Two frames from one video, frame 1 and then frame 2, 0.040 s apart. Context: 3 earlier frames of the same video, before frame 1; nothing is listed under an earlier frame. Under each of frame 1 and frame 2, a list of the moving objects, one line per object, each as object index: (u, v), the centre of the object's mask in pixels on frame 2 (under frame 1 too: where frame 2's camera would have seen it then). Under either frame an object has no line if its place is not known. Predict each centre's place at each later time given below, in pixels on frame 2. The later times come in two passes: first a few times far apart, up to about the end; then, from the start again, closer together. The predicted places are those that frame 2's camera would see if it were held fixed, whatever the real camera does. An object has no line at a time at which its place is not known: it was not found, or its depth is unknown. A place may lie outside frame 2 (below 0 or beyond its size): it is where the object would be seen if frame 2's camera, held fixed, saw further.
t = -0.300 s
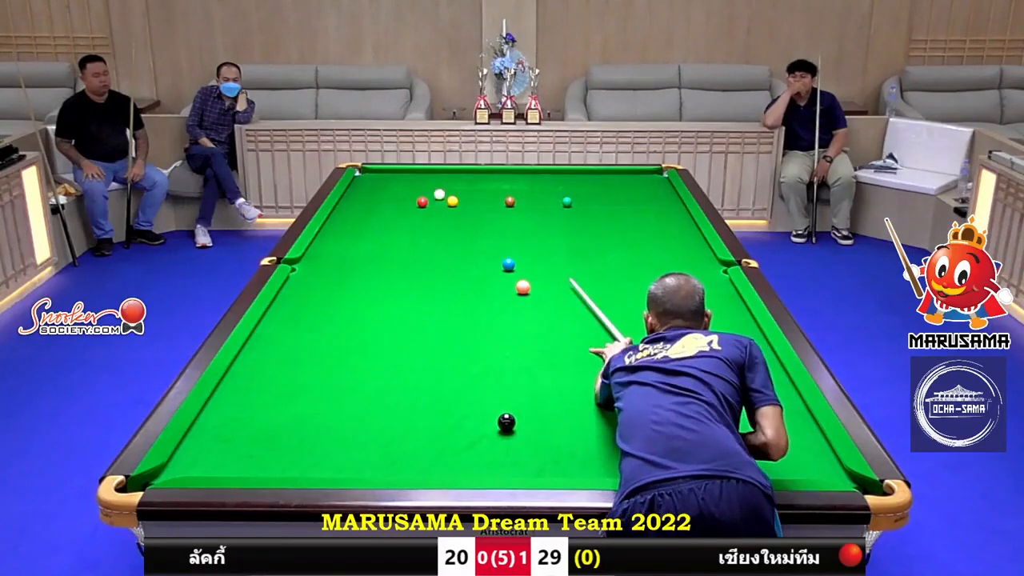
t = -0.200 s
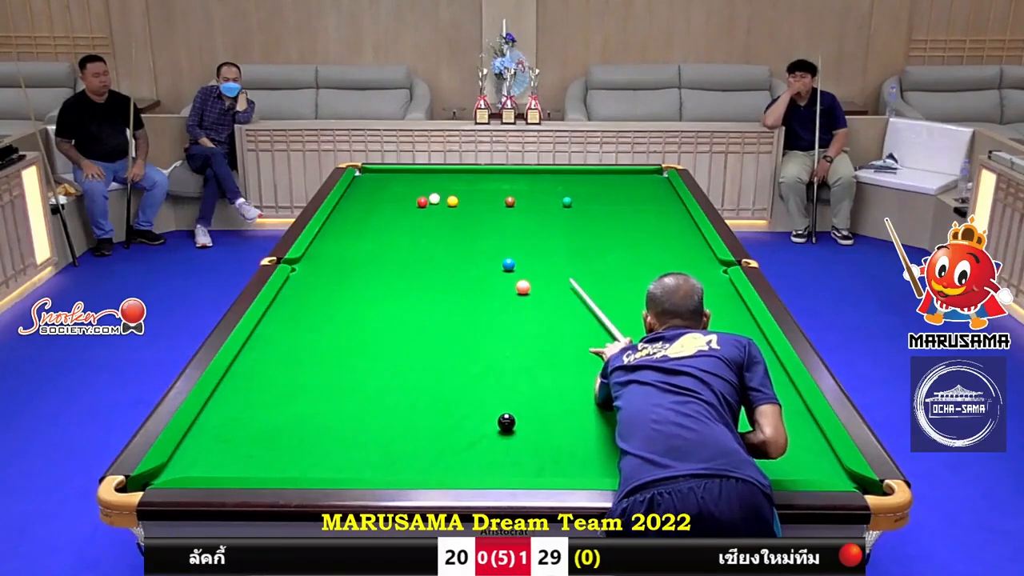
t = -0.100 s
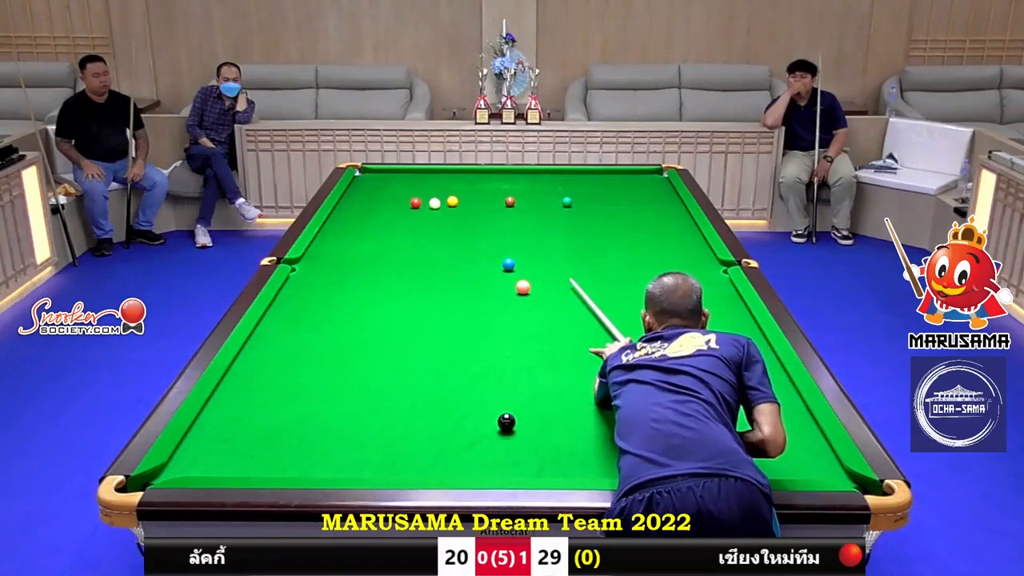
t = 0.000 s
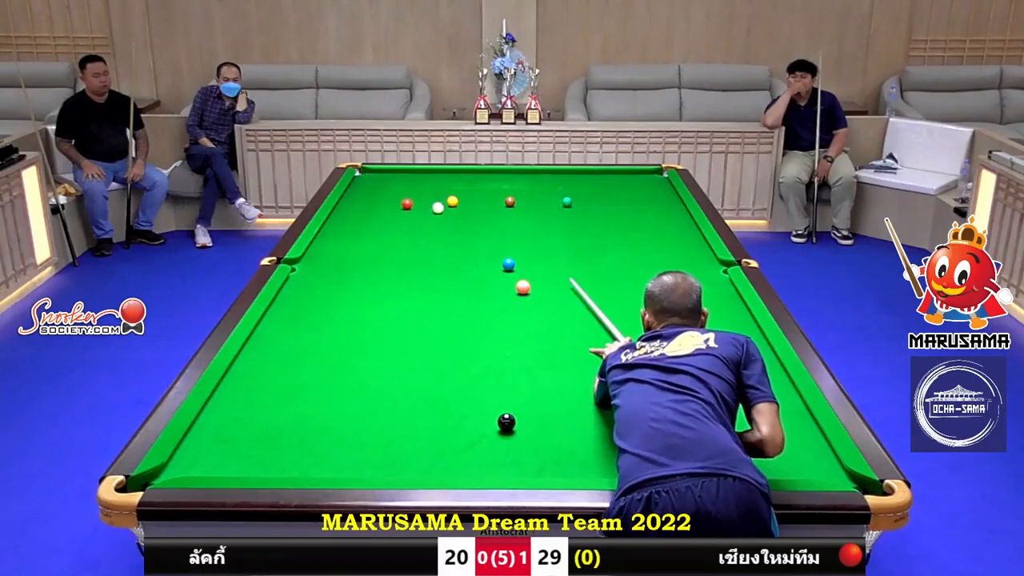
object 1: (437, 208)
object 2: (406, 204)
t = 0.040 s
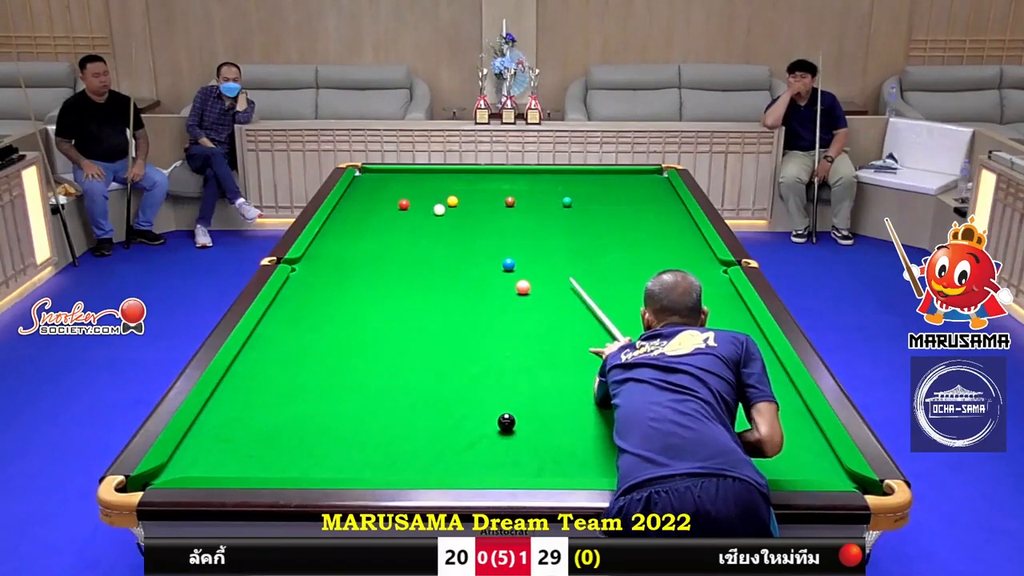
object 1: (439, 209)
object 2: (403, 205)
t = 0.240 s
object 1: (445, 219)
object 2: (387, 206)
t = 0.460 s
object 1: (453, 229)
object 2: (370, 209)
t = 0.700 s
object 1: (462, 242)
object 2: (353, 211)
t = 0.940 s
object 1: (472, 254)
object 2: (336, 213)
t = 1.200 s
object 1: (483, 269)
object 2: (342, 215)
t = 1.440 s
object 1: (493, 284)
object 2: (351, 216)
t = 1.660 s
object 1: (504, 298)
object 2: (358, 217)
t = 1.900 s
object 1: (516, 313)
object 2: (365, 218)
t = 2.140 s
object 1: (528, 330)
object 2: (371, 219)
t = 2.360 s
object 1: (540, 346)
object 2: (376, 219)
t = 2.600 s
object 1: (554, 364)
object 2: (380, 220)
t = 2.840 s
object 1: (568, 382)
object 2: (383, 220)
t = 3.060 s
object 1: (581, 400)
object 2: (386, 221)
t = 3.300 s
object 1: (596, 421)
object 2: (388, 221)
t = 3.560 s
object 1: (613, 444)
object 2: (389, 221)
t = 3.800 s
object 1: (628, 466)
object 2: (389, 221)
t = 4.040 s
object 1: (639, 469)
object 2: (389, 221)
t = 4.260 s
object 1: (643, 457)
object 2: (389, 221)
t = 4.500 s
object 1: (646, 444)
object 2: (389, 221)
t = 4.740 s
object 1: (649, 434)
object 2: (389, 221)
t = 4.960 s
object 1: (652, 425)
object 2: (389, 221)
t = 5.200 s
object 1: (654, 417)
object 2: (389, 221)
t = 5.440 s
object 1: (656, 409)
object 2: (389, 221)
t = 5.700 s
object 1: (658, 403)
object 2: (389, 221)
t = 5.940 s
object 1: (659, 398)
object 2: (388, 221)
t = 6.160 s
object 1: (660, 394)
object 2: (389, 221)
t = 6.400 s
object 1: (660, 391)
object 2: (389, 221)
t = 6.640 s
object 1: (660, 389)
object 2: (389, 221)
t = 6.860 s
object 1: (660, 388)
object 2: (389, 221)
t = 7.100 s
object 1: (660, 388)
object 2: (389, 221)
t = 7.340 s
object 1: (660, 388)
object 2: (389, 221)
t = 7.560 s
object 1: (660, 388)
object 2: (389, 221)
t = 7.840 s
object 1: (660, 388)
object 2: (389, 221)
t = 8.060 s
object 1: (660, 388)
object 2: (389, 221)
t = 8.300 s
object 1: (660, 388)
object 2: (389, 221)
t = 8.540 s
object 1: (660, 388)
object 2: (389, 221)
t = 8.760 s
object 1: (660, 388)
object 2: (389, 221)
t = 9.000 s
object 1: (660, 388)
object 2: (389, 221)
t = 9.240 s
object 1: (660, 388)
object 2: (389, 221)
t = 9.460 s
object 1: (660, 388)
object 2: (389, 221)
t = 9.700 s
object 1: (660, 388)
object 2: (389, 221)
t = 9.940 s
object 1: (660, 388)
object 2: (389, 221)
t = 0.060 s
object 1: (439, 211)
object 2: (401, 204)
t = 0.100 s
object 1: (441, 212)
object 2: (398, 205)
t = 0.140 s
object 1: (442, 214)
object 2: (395, 205)
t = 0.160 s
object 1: (443, 215)
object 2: (394, 206)
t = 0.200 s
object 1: (444, 217)
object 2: (390, 206)
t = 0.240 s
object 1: (445, 219)
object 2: (387, 206)
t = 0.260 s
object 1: (446, 220)
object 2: (386, 206)
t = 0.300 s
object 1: (447, 222)
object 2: (383, 207)
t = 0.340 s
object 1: (449, 224)
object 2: (380, 207)
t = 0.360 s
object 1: (449, 224)
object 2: (378, 207)
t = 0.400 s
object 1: (451, 227)
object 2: (375, 208)
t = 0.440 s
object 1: (452, 228)
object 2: (372, 208)
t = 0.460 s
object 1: (453, 229)
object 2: (370, 209)
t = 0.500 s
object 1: (455, 232)
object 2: (368, 209)
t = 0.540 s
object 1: (456, 233)
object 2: (364, 210)
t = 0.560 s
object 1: (457, 234)
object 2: (363, 210)
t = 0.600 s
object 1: (458, 237)
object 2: (360, 210)
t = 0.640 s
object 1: (460, 239)
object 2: (357, 210)
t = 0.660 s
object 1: (460, 239)
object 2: (356, 211)
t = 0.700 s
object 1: (462, 242)
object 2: (353, 211)
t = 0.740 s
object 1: (464, 244)
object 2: (350, 211)
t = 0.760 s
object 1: (464, 245)
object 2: (349, 211)
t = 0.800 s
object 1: (466, 247)
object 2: (346, 212)
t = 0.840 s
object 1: (467, 249)
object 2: (343, 212)
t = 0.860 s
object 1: (468, 250)
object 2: (342, 212)
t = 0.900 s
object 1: (470, 252)
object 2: (339, 213)
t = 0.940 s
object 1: (472, 254)
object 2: (336, 213)
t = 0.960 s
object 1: (472, 256)
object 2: (335, 213)
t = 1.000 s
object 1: (474, 258)
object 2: (335, 213)
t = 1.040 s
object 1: (476, 260)
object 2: (336, 214)
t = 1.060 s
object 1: (477, 261)
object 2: (337, 214)
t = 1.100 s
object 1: (478, 264)
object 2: (338, 214)
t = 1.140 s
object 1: (480, 266)
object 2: (340, 214)
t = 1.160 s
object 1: (481, 267)
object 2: (341, 215)
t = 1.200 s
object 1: (483, 269)
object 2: (342, 215)
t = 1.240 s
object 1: (484, 272)
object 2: (344, 215)
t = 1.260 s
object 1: (485, 273)
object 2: (345, 215)
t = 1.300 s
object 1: (487, 275)
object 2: (346, 215)
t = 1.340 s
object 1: (489, 278)
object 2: (347, 216)
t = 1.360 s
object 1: (490, 279)
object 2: (348, 216)
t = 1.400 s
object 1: (492, 281)
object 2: (349, 216)
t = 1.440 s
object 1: (493, 284)
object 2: (351, 216)
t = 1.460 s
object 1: (494, 285)
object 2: (351, 216)
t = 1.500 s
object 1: (496, 287)
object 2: (353, 216)
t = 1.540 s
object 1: (498, 290)
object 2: (354, 216)
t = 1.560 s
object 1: (499, 291)
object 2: (355, 216)
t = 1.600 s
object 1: (501, 294)
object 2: (356, 217)
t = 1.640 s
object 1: (503, 296)
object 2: (357, 217)
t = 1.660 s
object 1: (504, 298)
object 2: (358, 217)
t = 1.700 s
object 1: (506, 300)
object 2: (359, 217)
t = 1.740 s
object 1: (508, 303)
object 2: (360, 217)
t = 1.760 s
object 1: (509, 304)
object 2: (361, 217)
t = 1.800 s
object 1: (511, 307)
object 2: (362, 217)
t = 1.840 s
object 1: (513, 309)
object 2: (363, 218)
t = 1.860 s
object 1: (514, 311)
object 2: (364, 218)
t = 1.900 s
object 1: (516, 313)
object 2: (365, 218)
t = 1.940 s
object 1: (518, 316)
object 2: (366, 218)
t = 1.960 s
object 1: (519, 318)
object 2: (366, 218)
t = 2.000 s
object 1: (521, 320)
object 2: (367, 218)
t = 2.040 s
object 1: (523, 323)
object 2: (369, 219)
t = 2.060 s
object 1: (524, 324)
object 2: (369, 219)
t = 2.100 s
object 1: (526, 327)
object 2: (370, 219)
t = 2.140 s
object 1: (528, 330)
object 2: (371, 219)
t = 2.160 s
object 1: (529, 331)
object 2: (371, 219)
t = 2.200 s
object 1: (531, 334)
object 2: (372, 219)
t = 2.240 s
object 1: (534, 337)
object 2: (373, 219)
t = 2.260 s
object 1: (535, 338)
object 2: (374, 219)
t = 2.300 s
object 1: (537, 341)
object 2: (374, 219)
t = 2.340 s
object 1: (539, 344)
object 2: (375, 219)
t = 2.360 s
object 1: (540, 346)
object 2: (376, 219)
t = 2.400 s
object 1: (542, 349)
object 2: (376, 219)
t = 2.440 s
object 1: (544, 352)
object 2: (377, 219)
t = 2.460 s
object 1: (546, 353)
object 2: (377, 219)
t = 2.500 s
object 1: (548, 356)
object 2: (378, 219)
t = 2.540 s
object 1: (550, 359)
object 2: (379, 219)
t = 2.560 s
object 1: (551, 361)
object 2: (379, 219)
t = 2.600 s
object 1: (554, 364)
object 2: (380, 220)
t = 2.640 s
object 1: (556, 367)
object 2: (380, 220)
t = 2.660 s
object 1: (557, 368)
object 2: (381, 220)
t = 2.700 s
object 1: (559, 371)
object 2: (381, 220)
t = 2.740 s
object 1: (562, 374)
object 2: (382, 220)
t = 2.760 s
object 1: (563, 376)
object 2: (382, 220)
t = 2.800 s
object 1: (566, 379)
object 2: (383, 220)
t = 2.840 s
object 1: (568, 382)
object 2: (383, 220)
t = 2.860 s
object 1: (569, 384)
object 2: (384, 220)
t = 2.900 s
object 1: (571, 387)
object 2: (384, 220)
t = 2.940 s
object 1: (574, 391)
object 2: (384, 220)
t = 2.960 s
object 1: (575, 392)
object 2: (385, 220)
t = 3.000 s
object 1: (577, 395)
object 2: (385, 220)
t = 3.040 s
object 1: (579, 399)
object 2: (386, 220)
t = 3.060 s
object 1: (581, 400)
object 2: (386, 221)
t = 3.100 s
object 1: (583, 404)
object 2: (386, 221)
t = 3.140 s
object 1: (586, 407)
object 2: (387, 221)
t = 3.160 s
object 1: (587, 409)
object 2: (387, 221)
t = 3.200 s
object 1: (589, 412)
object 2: (387, 221)
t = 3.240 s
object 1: (592, 416)
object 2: (387, 221)
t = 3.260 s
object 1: (593, 417)
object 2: (387, 221)
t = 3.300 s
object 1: (596, 421)
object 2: (388, 221)
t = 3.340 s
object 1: (598, 424)
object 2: (388, 221)
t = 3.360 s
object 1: (600, 426)
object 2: (388, 221)
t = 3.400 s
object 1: (602, 430)
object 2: (388, 221)
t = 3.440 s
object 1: (605, 433)
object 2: (388, 221)
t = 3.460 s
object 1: (606, 435)
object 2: (389, 221)
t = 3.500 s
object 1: (609, 439)
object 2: (389, 221)
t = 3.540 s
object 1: (611, 442)
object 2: (389, 221)
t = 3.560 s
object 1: (613, 444)
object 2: (389, 221)
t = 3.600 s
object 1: (615, 448)
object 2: (389, 221)
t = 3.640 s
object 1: (618, 451)
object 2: (389, 221)
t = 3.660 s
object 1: (619, 453)
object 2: (389, 221)
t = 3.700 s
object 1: (622, 457)
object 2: (389, 221)
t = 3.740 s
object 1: (624, 461)
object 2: (389, 221)
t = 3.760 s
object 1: (626, 463)
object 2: (389, 221)
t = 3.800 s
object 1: (628, 466)
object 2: (389, 221)
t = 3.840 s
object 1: (631, 468)
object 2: (389, 221)
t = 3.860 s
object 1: (633, 470)
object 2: (389, 221)
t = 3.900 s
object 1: (635, 472)
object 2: (389, 221)
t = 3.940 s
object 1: (637, 473)
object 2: (389, 221)
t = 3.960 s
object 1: (637, 472)
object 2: (389, 221)
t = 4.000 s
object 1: (638, 470)
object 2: (389, 221)
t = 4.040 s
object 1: (639, 469)
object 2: (389, 221)
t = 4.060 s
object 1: (639, 468)
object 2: (389, 221)
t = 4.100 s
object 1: (640, 466)
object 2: (389, 221)
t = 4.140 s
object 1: (641, 463)
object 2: (389, 221)
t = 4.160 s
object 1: (641, 462)
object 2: (389, 221)
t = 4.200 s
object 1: (642, 460)
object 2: (389, 221)
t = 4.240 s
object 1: (642, 458)
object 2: (389, 221)
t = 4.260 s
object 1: (643, 457)
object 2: (389, 221)
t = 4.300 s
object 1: (643, 454)
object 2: (389, 221)
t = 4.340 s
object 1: (644, 452)
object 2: (389, 221)
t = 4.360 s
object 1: (644, 451)
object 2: (389, 221)
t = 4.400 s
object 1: (645, 449)
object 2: (389, 221)
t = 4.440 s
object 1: (646, 447)
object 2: (389, 221)
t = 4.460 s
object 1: (646, 446)
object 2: (389, 221)
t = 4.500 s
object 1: (646, 444)
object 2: (389, 221)
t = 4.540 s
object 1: (647, 442)
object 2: (388, 221)
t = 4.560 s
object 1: (647, 441)
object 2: (389, 221)
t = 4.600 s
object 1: (648, 440)
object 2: (388, 221)
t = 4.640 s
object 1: (648, 438)
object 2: (389, 221)
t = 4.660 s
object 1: (648, 437)
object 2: (389, 221)
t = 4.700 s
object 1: (649, 435)
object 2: (389, 221)
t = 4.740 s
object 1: (649, 434)
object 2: (389, 221)
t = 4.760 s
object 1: (650, 433)
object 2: (388, 221)
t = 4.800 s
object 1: (650, 431)
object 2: (389, 221)
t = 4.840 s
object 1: (651, 429)
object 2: (388, 221)
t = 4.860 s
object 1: (651, 429)
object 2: (389, 221)
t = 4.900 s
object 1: (651, 427)
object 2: (388, 221)
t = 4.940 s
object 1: (652, 426)
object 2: (389, 221)
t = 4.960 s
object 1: (652, 425)
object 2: (389, 221)
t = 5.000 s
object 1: (652, 423)
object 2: (388, 221)
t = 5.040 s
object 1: (653, 422)
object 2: (389, 221)
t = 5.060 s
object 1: (653, 421)
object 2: (389, 221)
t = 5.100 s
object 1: (653, 420)
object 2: (388, 221)
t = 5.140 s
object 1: (654, 418)
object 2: (389, 221)
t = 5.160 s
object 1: (654, 418)
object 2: (388, 221)
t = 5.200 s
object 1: (654, 417)
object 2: (389, 221)
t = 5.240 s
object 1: (655, 415)
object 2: (389, 221)
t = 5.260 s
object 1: (655, 415)
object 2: (388, 221)
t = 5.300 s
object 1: (655, 413)
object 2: (388, 221)
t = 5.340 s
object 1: (655, 412)
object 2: (389, 221)
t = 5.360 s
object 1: (655, 412)
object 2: (389, 221)
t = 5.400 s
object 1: (656, 411)
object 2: (389, 221)
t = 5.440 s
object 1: (656, 409)
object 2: (389, 221)
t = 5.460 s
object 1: (656, 409)
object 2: (389, 221)
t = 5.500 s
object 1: (656, 408)
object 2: (389, 221)
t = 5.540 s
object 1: (657, 407)
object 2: (388, 221)
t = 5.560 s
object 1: (657, 406)
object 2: (389, 221)
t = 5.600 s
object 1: (657, 405)
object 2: (389, 221)
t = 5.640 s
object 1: (657, 404)
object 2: (389, 221)
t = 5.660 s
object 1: (658, 404)
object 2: (389, 221)
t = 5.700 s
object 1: (658, 403)
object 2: (389, 221)
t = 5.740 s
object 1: (658, 402)
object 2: (389, 221)
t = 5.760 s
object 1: (658, 402)
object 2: (388, 221)
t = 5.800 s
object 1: (658, 401)
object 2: (389, 221)
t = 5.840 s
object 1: (659, 400)
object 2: (388, 221)
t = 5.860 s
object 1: (659, 400)
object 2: (389, 221)
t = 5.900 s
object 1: (659, 399)
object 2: (388, 221)
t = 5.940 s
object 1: (659, 398)
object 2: (388, 221)
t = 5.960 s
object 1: (659, 398)
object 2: (388, 221)
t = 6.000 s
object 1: (659, 397)
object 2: (388, 221)
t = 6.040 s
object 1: (660, 396)
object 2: (388, 221)
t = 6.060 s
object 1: (660, 396)
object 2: (389, 221)
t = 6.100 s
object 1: (660, 395)
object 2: (388, 221)
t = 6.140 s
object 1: (660, 395)
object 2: (389, 221)
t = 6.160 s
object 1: (660, 394)
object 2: (389, 221)
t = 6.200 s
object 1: (660, 394)
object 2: (389, 221)
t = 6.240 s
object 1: (660, 393)
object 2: (389, 221)
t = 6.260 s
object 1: (660, 393)
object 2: (388, 221)
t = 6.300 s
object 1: (660, 392)
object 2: (388, 221)
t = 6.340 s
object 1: (660, 392)
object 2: (389, 221)
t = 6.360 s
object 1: (660, 392)
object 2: (388, 221)
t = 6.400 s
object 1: (660, 391)
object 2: (389, 221)
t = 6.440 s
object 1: (660, 391)
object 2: (388, 221)
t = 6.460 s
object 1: (660, 390)
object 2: (389, 221)
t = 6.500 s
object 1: (660, 390)
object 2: (389, 221)
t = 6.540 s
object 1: (660, 390)
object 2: (388, 221)
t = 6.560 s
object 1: (660, 389)
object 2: (389, 221)
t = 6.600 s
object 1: (660, 389)
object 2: (389, 221)
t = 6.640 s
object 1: (660, 389)
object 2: (389, 221)
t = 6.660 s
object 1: (660, 389)
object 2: (389, 221)
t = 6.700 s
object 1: (660, 389)
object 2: (389, 221)
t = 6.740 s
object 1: (660, 388)
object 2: (389, 221)
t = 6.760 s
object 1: (660, 388)
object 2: (389, 221)
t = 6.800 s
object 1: (660, 388)
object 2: (388, 221)
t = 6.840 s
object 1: (660, 388)
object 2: (389, 221)
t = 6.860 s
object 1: (660, 388)
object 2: (389, 221)
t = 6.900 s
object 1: (660, 388)
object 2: (389, 221)
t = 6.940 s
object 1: (660, 388)
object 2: (388, 221)
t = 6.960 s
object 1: (660, 388)
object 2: (389, 221)
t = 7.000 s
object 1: (660, 388)
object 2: (389, 221)
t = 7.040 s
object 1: (660, 388)
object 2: (389, 221)
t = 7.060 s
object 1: (660, 388)
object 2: (389, 221)
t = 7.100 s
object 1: (660, 388)
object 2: (389, 221)
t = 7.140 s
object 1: (660, 388)
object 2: (389, 221)
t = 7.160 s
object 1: (660, 388)
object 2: (389, 221)
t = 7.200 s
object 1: (660, 388)
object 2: (389, 221)
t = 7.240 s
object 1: (660, 388)
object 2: (389, 221)
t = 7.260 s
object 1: (660, 388)
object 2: (389, 221)
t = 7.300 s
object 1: (660, 388)
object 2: (389, 221)
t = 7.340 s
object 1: (660, 388)
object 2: (389, 221)
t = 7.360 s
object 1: (660, 388)
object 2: (389, 221)
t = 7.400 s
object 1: (660, 388)
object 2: (389, 221)
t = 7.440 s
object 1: (660, 388)
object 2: (389, 221)
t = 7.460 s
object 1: (660, 388)
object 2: (389, 221)
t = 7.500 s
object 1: (660, 388)
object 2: (389, 221)
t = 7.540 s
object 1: (660, 388)
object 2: (389, 221)
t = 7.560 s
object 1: (660, 388)
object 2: (389, 221)
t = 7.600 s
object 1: (660, 388)
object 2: (389, 221)
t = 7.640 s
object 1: (660, 388)
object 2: (389, 221)
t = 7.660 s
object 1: (660, 388)
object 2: (389, 221)
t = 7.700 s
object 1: (660, 388)
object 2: (389, 221)
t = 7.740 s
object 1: (660, 388)
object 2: (389, 221)
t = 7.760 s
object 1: (660, 388)
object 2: (389, 221)
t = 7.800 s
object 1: (660, 388)
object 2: (389, 221)
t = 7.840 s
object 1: (660, 388)
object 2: (389, 221)
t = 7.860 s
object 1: (660, 388)
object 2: (389, 221)
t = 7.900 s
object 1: (660, 388)
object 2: (389, 221)
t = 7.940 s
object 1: (660, 388)
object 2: (389, 221)
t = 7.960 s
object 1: (660, 388)
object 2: (389, 221)
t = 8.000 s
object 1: (660, 388)
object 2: (389, 221)
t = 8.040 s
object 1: (660, 388)
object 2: (389, 221)
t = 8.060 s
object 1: (660, 388)
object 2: (389, 221)
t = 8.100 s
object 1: (660, 388)
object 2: (389, 221)
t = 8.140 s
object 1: (660, 388)
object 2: (389, 221)
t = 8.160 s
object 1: (660, 388)
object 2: (389, 221)
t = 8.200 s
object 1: (660, 388)
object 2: (389, 221)
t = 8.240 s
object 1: (660, 388)
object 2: (389, 221)
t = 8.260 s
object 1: (660, 388)
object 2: (389, 221)
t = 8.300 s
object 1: (660, 388)
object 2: (389, 221)
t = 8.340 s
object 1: (660, 388)
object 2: (389, 221)
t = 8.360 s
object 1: (660, 388)
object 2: (389, 221)
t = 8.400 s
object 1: (660, 388)
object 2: (389, 221)
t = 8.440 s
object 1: (660, 388)
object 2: (389, 221)
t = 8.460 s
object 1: (660, 388)
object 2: (389, 221)
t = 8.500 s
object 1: (660, 388)
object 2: (389, 221)
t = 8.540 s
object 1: (660, 388)
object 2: (389, 221)
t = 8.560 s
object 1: (660, 388)
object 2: (389, 221)
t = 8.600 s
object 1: (660, 388)
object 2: (389, 221)
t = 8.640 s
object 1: (660, 388)
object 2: (389, 221)
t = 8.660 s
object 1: (660, 388)
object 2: (389, 221)
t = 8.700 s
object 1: (660, 388)
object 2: (389, 221)
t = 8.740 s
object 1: (660, 388)
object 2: (389, 221)
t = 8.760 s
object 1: (660, 388)
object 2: (389, 221)
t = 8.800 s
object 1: (660, 388)
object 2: (389, 221)
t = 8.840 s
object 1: (660, 388)
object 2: (389, 221)
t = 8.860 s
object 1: (660, 388)
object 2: (389, 221)
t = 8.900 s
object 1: (660, 388)
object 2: (389, 221)
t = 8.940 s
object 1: (660, 388)
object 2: (389, 221)
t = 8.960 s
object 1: (660, 388)
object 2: (389, 221)
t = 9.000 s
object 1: (660, 388)
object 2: (389, 221)
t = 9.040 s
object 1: (660, 388)
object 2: (389, 221)
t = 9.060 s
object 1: (660, 388)
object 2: (389, 221)
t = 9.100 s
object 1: (660, 388)
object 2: (389, 221)
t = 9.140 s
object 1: (660, 388)
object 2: (389, 221)
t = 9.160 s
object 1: (660, 388)
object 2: (389, 221)
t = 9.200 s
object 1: (660, 388)
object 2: (389, 221)
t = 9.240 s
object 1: (660, 388)
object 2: (389, 221)
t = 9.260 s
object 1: (660, 388)
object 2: (389, 221)
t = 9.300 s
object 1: (660, 388)
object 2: (389, 221)
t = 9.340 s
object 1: (660, 388)
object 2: (389, 221)
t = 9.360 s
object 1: (660, 388)
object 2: (389, 221)
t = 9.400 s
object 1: (660, 388)
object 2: (389, 221)
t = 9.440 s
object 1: (660, 388)
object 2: (389, 221)
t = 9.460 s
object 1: (660, 388)
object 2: (389, 221)
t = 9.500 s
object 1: (660, 388)
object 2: (389, 221)
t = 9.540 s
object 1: (660, 388)
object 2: (389, 221)
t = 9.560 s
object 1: (660, 388)
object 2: (389, 221)
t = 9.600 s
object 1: (660, 388)
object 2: (389, 221)
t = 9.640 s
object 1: (660, 388)
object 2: (389, 221)
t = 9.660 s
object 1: (660, 388)
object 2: (389, 221)
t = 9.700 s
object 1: (660, 388)
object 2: (389, 221)
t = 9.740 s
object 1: (660, 388)
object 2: (389, 221)
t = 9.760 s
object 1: (660, 388)
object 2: (389, 221)
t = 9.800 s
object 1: (660, 388)
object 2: (389, 221)
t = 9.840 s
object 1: (660, 388)
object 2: (389, 221)
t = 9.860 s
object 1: (660, 388)
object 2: (389, 221)
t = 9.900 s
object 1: (660, 388)
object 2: (389, 221)
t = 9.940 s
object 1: (660, 388)
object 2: (389, 221)
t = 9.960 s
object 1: (660, 388)
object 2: (389, 221)
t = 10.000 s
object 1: (660, 388)
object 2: (389, 221)
